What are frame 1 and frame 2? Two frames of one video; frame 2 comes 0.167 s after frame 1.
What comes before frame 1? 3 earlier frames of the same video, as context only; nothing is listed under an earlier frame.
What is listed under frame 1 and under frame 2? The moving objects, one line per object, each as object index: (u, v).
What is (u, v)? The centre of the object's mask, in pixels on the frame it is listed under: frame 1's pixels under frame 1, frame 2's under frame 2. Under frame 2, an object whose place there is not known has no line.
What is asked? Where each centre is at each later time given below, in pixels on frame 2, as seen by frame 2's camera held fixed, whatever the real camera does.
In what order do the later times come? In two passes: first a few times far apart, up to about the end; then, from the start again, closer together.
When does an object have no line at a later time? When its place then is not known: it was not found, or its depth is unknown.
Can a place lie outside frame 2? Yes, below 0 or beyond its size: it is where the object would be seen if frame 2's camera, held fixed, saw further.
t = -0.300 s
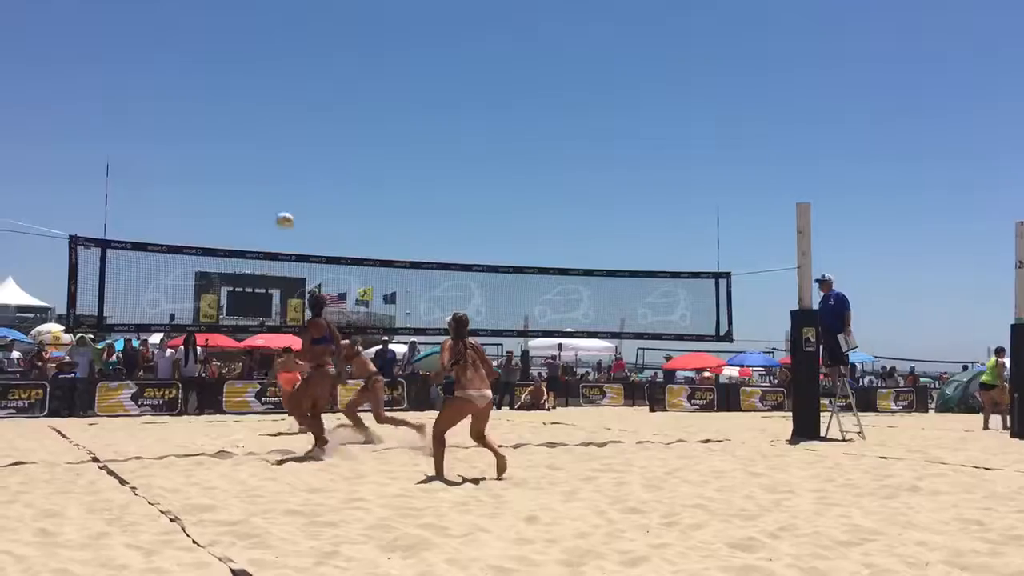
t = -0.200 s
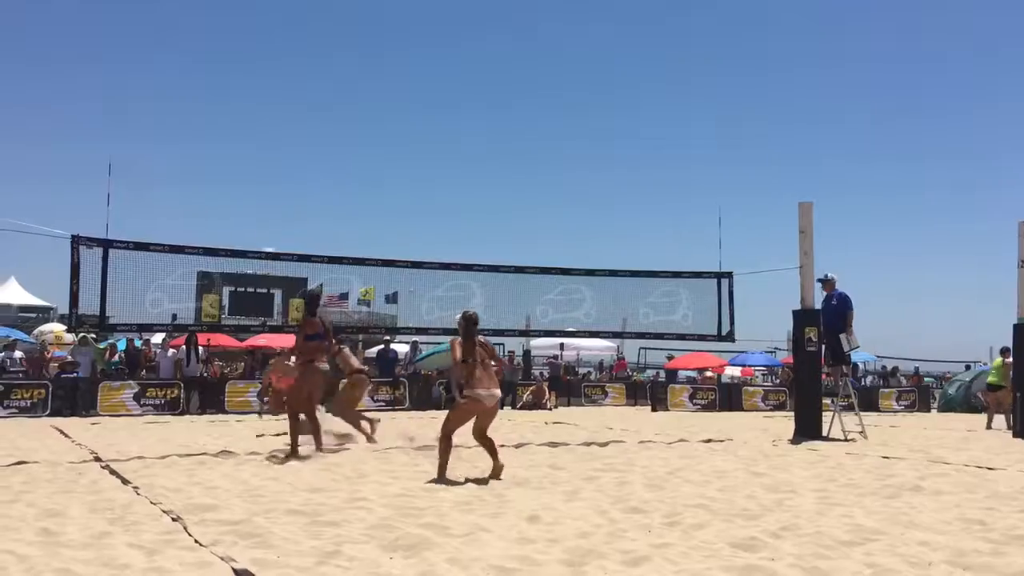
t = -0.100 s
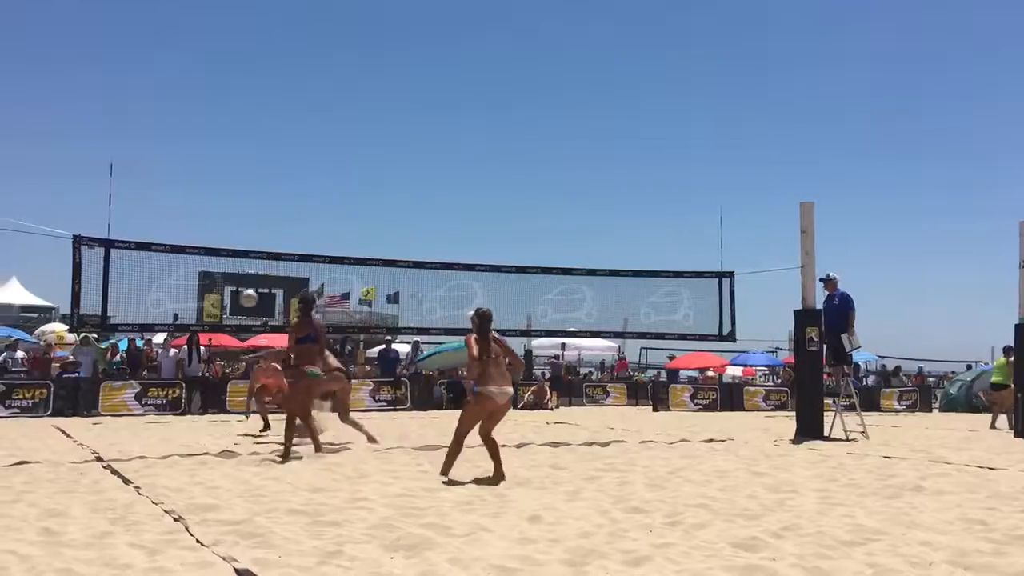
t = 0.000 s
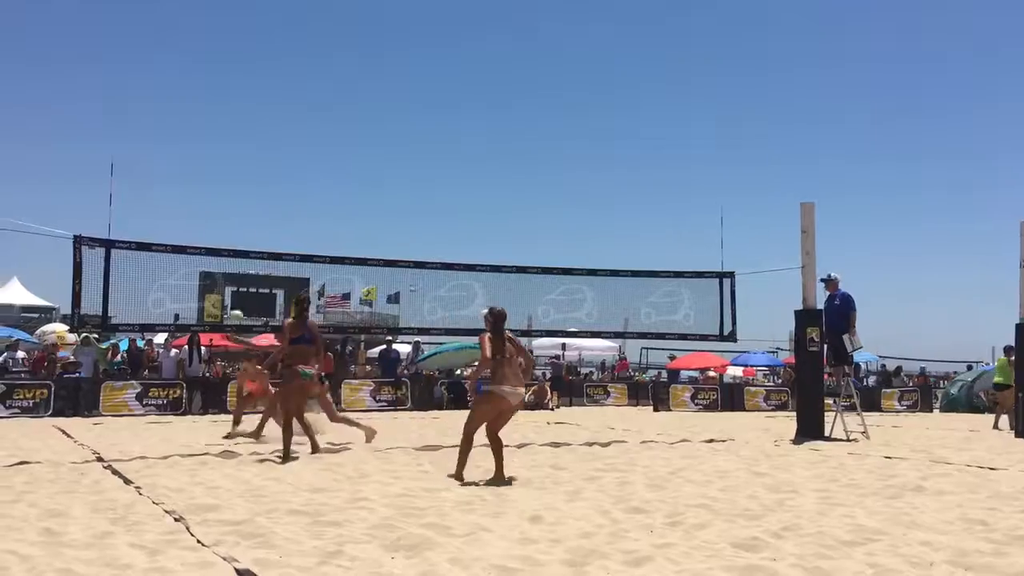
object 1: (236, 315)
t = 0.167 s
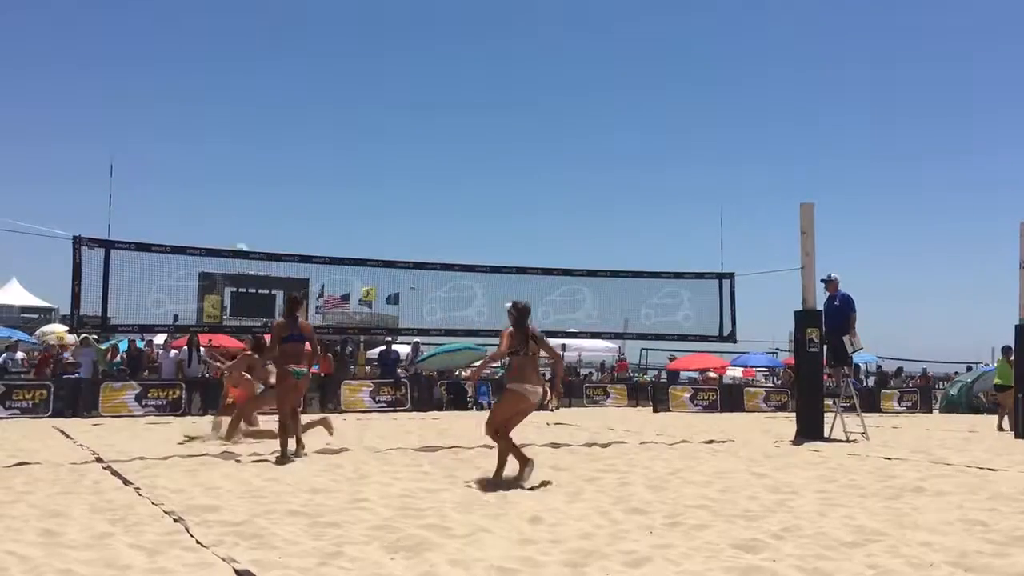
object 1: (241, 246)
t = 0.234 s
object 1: (241, 232)
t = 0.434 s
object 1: (243, 193)
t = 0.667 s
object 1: (241, 188)
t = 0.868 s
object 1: (238, 215)
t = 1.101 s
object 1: (229, 285)
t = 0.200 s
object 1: (239, 241)
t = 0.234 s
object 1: (241, 232)
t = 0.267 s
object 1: (242, 222)
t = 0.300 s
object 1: (242, 215)
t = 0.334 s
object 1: (242, 208)
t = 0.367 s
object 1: (243, 203)
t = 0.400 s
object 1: (242, 196)
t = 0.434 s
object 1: (243, 193)
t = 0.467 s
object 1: (243, 191)
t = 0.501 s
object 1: (243, 188)
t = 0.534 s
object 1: (243, 187)
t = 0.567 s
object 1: (242, 186)
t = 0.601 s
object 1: (242, 186)
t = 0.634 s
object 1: (242, 187)
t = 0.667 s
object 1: (241, 188)
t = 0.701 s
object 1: (241, 191)
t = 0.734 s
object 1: (240, 194)
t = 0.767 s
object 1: (239, 196)
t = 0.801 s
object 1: (240, 203)
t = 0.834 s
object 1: (239, 209)
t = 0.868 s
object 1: (238, 215)
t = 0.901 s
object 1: (236, 223)
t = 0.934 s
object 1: (236, 232)
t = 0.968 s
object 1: (235, 241)
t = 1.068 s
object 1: (232, 275)
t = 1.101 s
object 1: (229, 285)
